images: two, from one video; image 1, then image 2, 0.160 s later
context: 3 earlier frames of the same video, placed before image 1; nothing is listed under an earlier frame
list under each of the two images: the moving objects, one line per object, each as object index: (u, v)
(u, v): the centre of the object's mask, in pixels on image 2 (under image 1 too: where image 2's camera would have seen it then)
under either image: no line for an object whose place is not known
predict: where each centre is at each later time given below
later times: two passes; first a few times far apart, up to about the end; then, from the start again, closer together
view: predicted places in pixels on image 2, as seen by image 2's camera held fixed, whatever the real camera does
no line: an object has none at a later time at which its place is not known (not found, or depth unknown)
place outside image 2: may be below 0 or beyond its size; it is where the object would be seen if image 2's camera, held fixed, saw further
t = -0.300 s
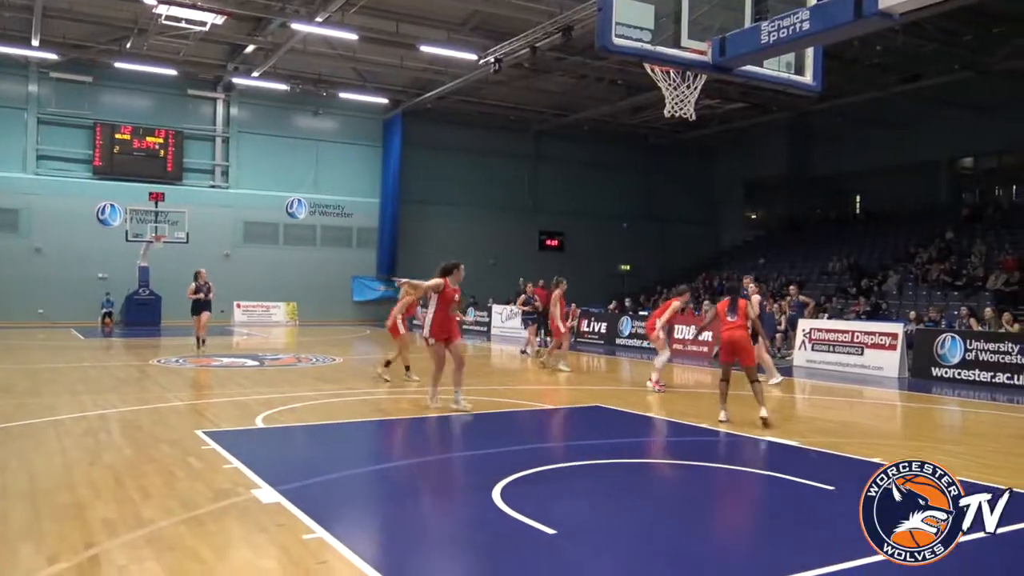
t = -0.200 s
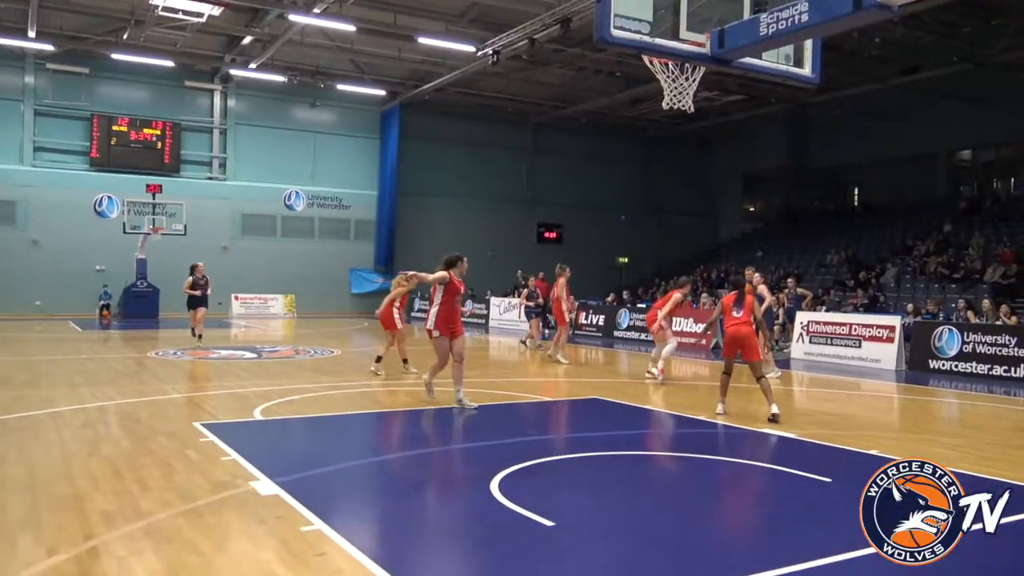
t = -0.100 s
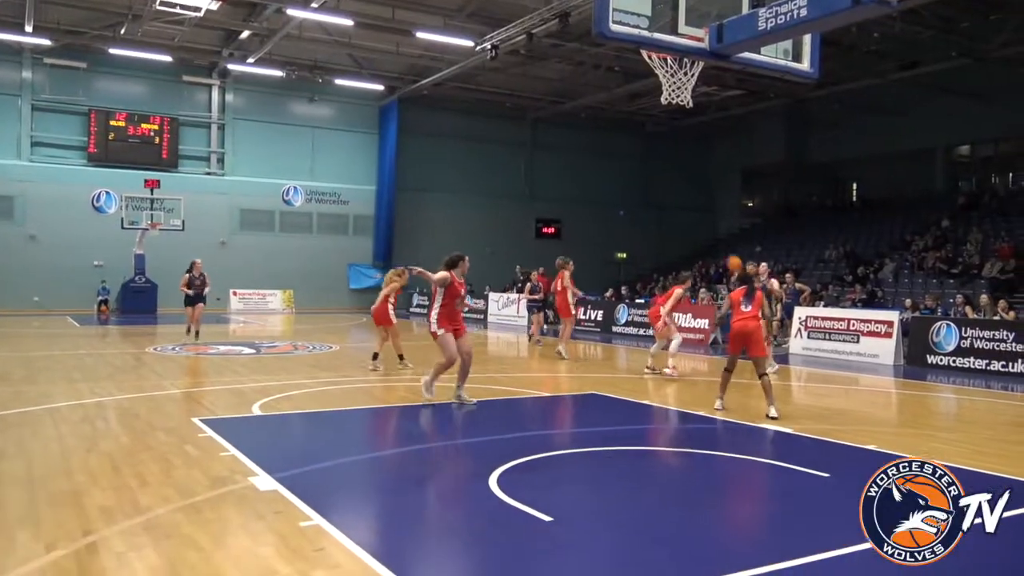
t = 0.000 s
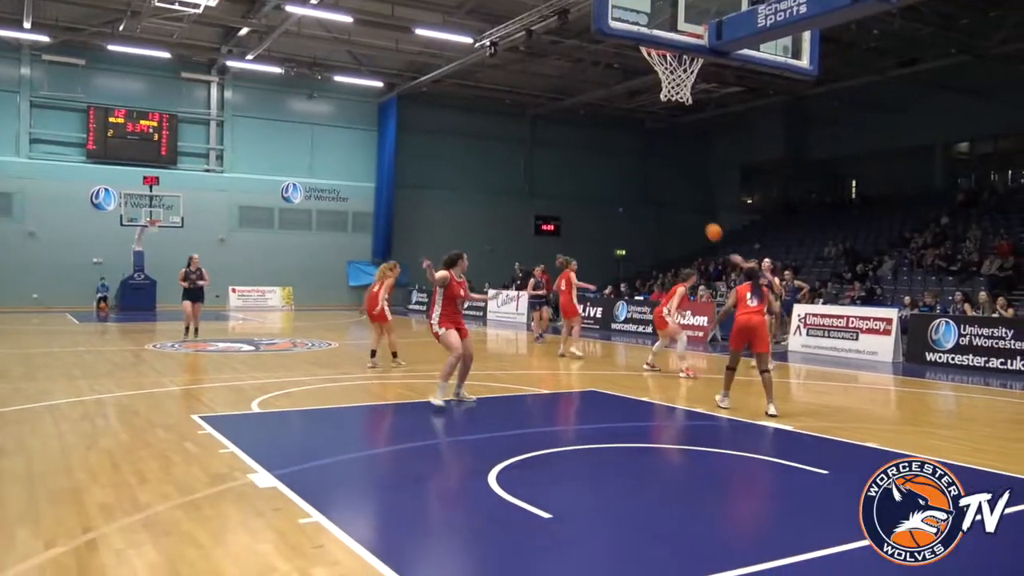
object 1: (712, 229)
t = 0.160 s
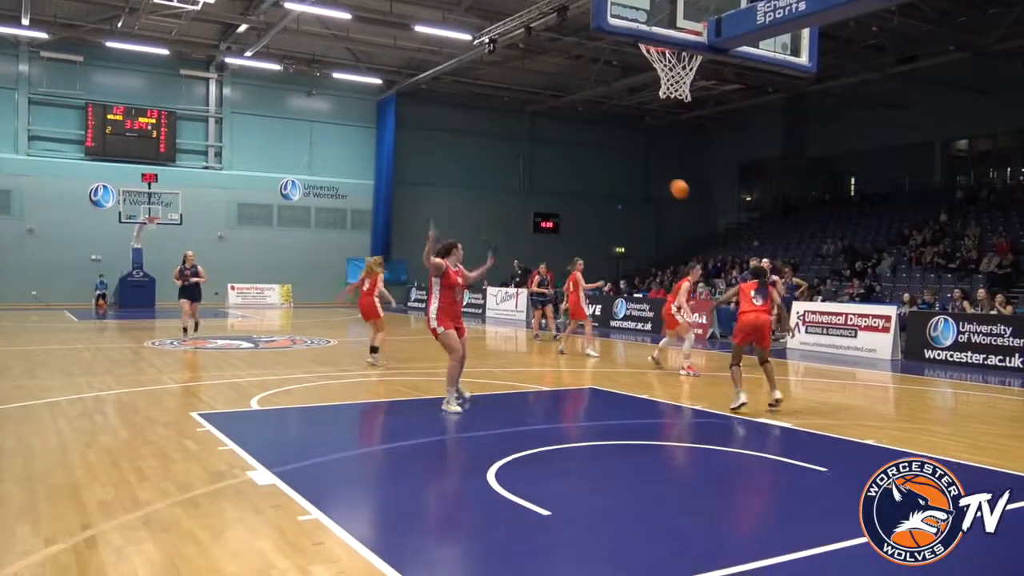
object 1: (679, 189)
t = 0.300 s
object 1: (638, 158)
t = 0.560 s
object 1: (517, 121)
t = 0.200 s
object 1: (668, 180)
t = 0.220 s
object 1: (663, 175)
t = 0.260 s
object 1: (652, 167)
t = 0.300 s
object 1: (638, 158)
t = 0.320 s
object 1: (631, 154)
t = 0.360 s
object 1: (616, 146)
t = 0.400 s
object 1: (600, 140)
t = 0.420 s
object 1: (591, 137)
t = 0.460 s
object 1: (573, 131)
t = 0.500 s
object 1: (552, 127)
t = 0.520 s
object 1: (541, 124)
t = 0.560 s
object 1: (517, 121)
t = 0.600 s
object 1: (491, 120)
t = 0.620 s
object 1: (476, 119)
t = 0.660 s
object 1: (444, 120)
